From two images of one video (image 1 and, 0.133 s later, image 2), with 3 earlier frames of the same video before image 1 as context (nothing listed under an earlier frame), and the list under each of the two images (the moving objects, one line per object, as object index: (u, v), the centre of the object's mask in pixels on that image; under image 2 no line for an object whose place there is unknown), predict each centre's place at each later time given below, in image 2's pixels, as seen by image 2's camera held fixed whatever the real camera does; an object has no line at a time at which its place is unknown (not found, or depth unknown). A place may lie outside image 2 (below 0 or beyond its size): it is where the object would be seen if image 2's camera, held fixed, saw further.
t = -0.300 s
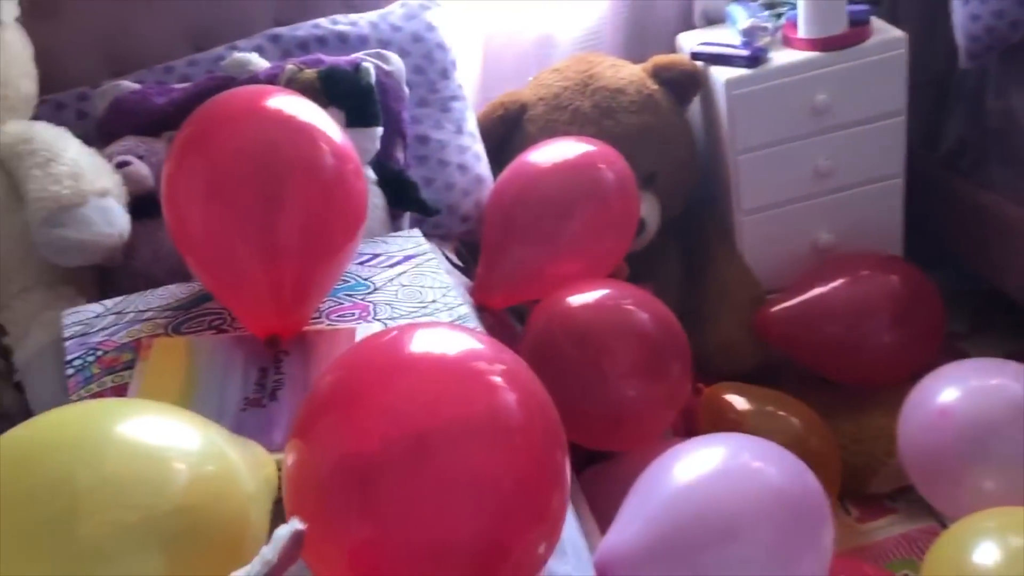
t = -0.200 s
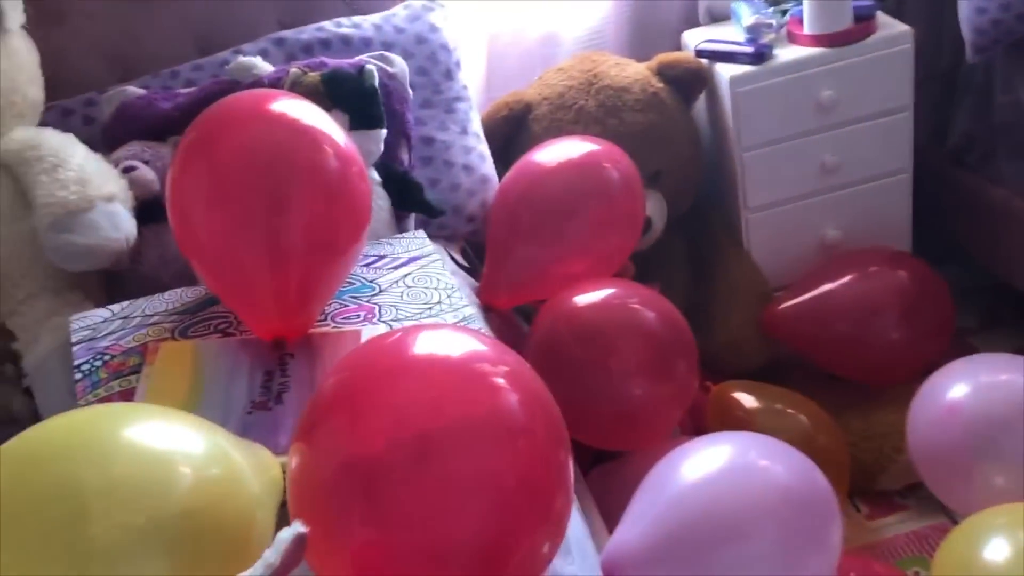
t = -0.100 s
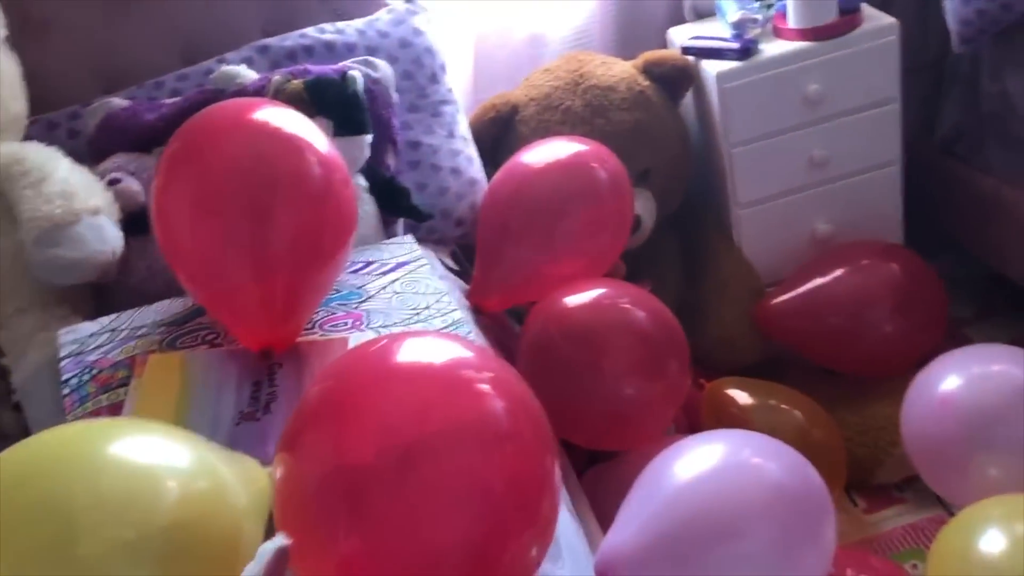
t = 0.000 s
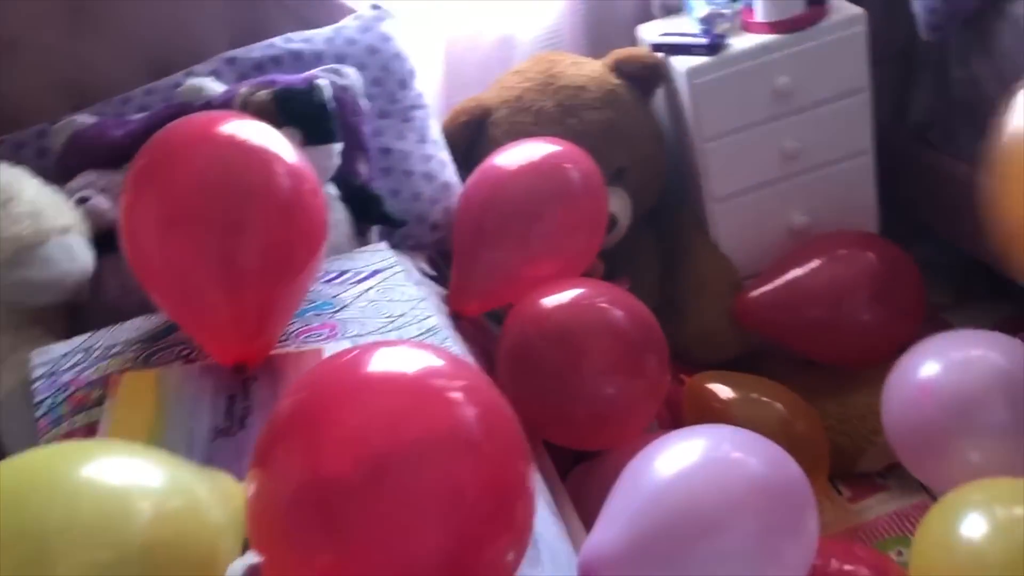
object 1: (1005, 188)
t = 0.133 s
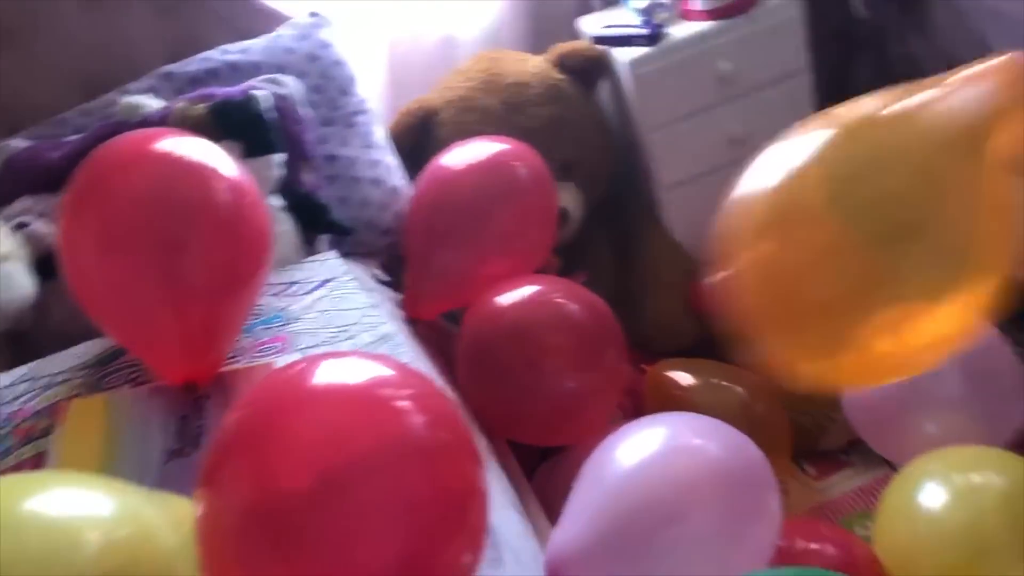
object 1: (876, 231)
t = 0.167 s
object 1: (831, 258)
